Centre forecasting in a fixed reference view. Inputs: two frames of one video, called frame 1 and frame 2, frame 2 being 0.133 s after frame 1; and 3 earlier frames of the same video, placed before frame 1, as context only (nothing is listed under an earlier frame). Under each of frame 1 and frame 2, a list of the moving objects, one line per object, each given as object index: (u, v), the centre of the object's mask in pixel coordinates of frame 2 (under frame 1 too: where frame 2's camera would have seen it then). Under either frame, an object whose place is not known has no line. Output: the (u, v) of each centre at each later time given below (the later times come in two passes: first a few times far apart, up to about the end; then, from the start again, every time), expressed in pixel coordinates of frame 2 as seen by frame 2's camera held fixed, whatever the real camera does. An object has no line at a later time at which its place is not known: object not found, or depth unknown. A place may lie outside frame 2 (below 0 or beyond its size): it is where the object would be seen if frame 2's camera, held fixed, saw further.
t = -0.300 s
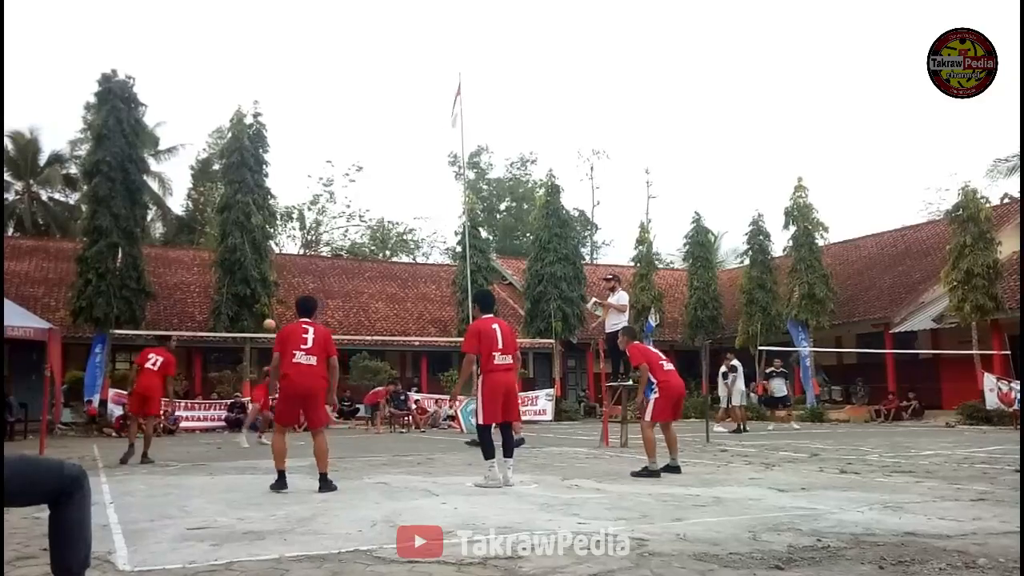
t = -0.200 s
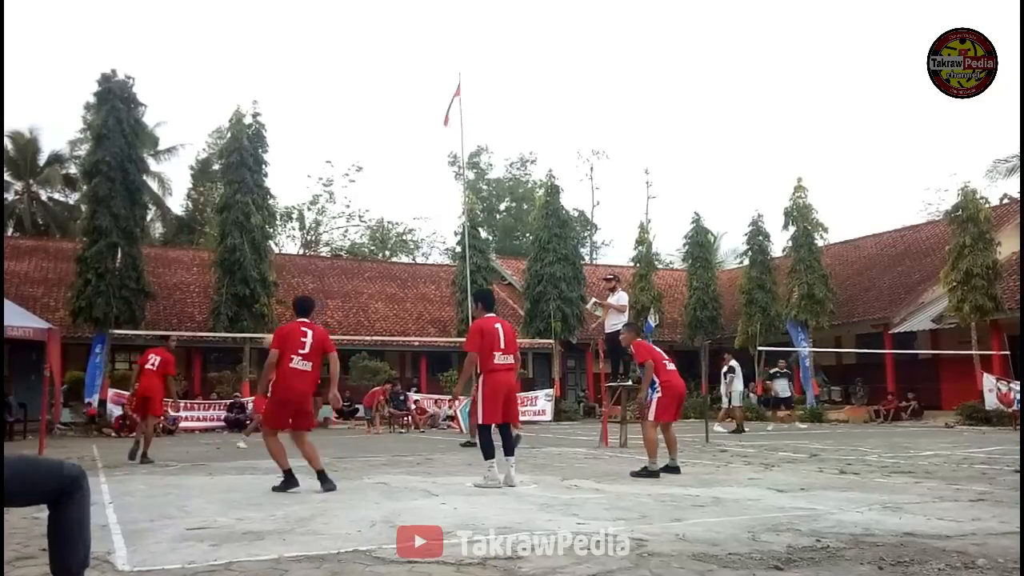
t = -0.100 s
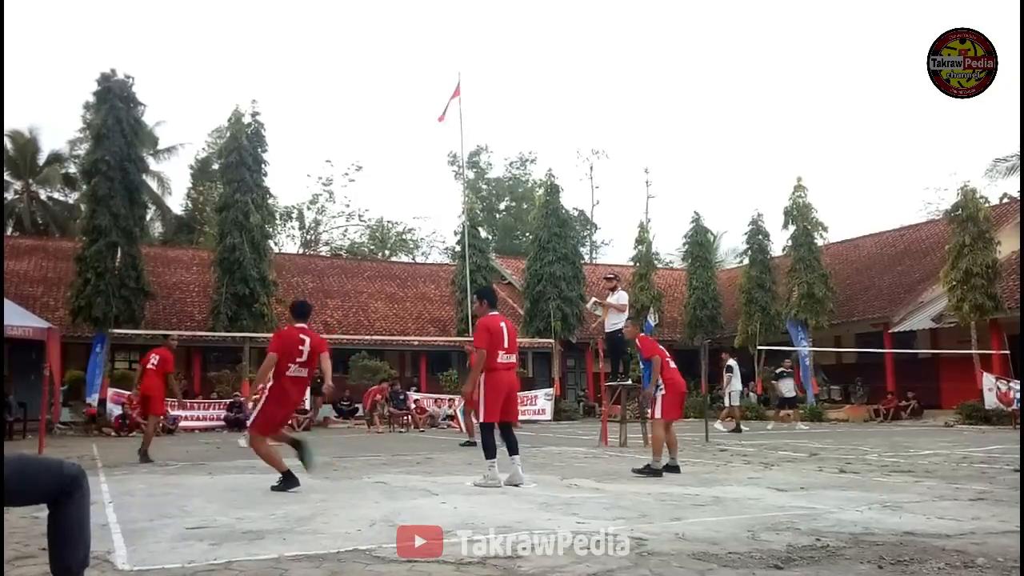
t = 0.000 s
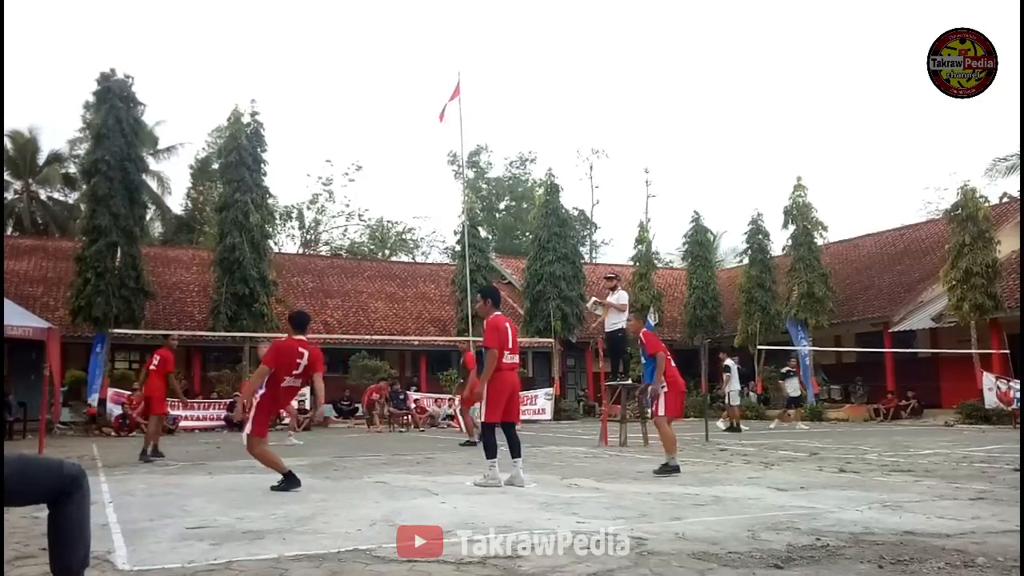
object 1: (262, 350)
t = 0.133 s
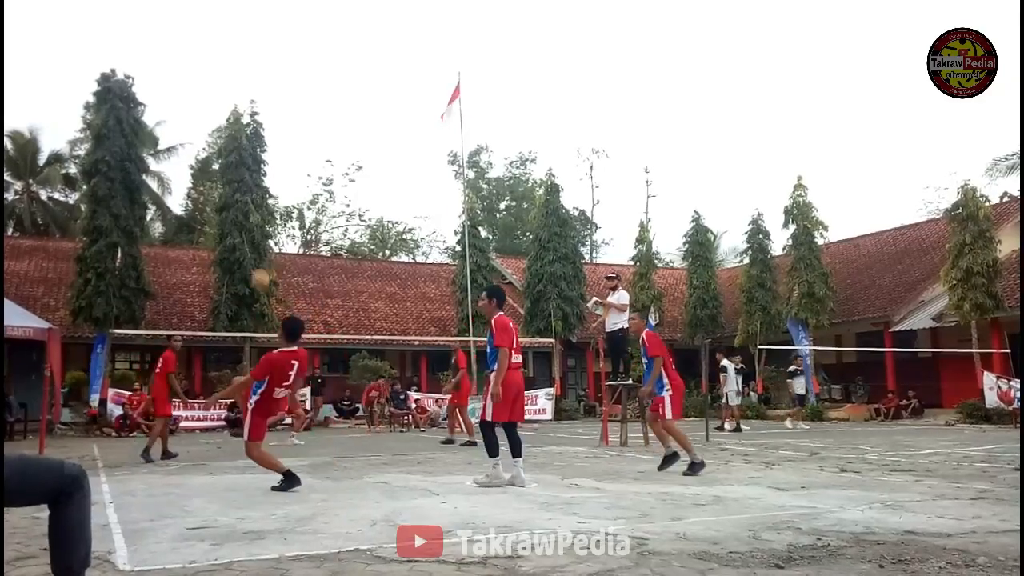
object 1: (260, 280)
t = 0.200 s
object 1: (257, 248)
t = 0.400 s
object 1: (243, 184)
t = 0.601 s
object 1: (226, 166)
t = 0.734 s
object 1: (213, 189)
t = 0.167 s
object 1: (258, 265)
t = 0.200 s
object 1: (257, 248)
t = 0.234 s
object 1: (255, 235)
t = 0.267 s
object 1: (252, 222)
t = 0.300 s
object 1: (250, 212)
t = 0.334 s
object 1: (248, 202)
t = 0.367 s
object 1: (245, 192)
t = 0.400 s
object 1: (243, 184)
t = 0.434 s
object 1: (241, 177)
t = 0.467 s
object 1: (238, 172)
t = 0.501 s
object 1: (235, 169)
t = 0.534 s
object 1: (232, 166)
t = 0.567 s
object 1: (229, 166)
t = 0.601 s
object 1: (226, 166)
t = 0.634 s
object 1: (222, 169)
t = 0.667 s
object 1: (220, 172)
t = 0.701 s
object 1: (216, 180)
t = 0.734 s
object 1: (213, 189)
